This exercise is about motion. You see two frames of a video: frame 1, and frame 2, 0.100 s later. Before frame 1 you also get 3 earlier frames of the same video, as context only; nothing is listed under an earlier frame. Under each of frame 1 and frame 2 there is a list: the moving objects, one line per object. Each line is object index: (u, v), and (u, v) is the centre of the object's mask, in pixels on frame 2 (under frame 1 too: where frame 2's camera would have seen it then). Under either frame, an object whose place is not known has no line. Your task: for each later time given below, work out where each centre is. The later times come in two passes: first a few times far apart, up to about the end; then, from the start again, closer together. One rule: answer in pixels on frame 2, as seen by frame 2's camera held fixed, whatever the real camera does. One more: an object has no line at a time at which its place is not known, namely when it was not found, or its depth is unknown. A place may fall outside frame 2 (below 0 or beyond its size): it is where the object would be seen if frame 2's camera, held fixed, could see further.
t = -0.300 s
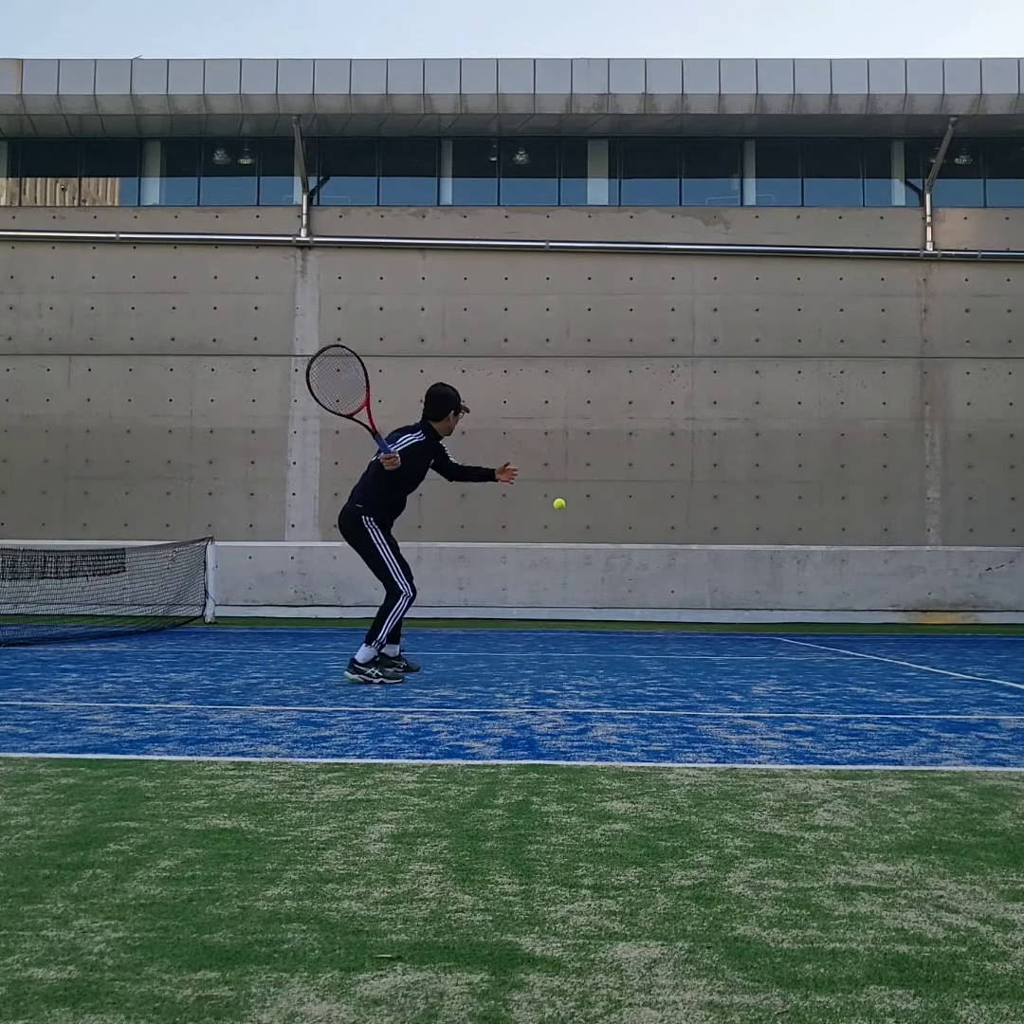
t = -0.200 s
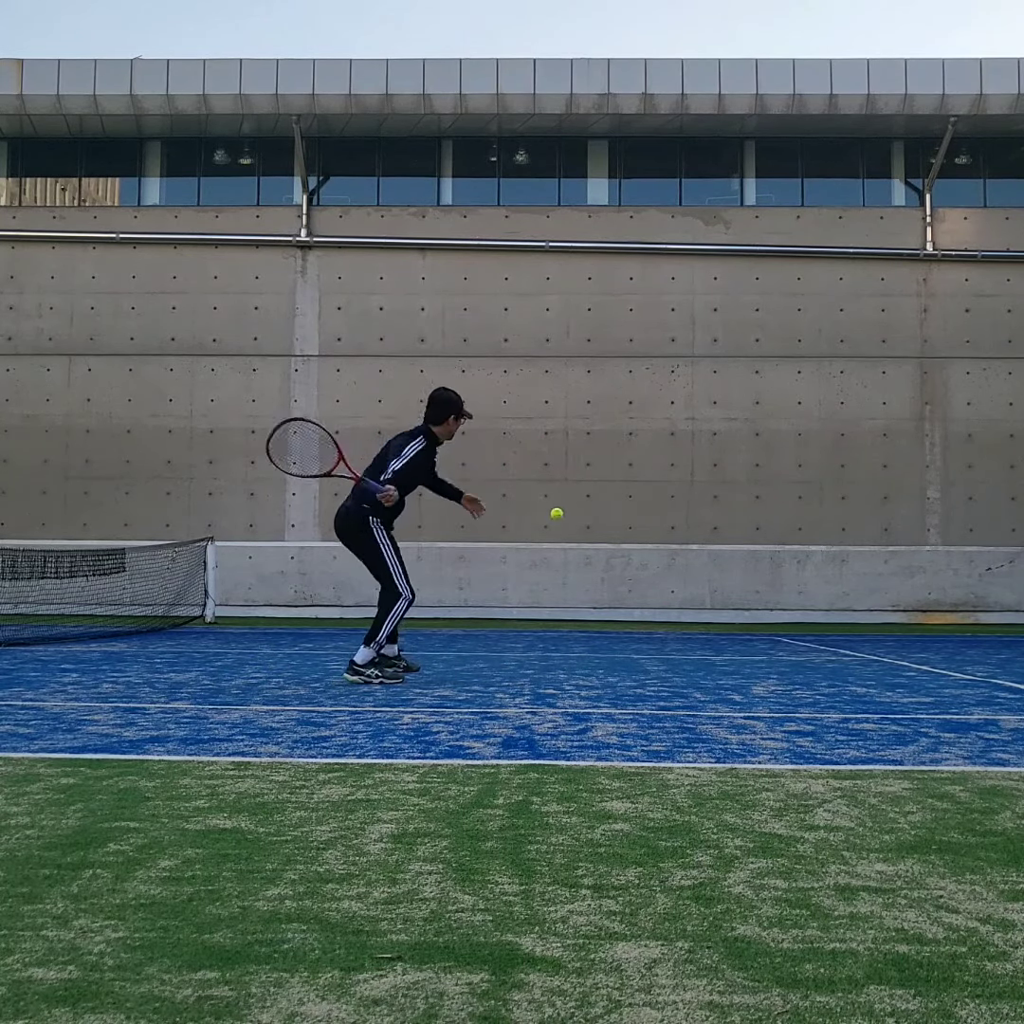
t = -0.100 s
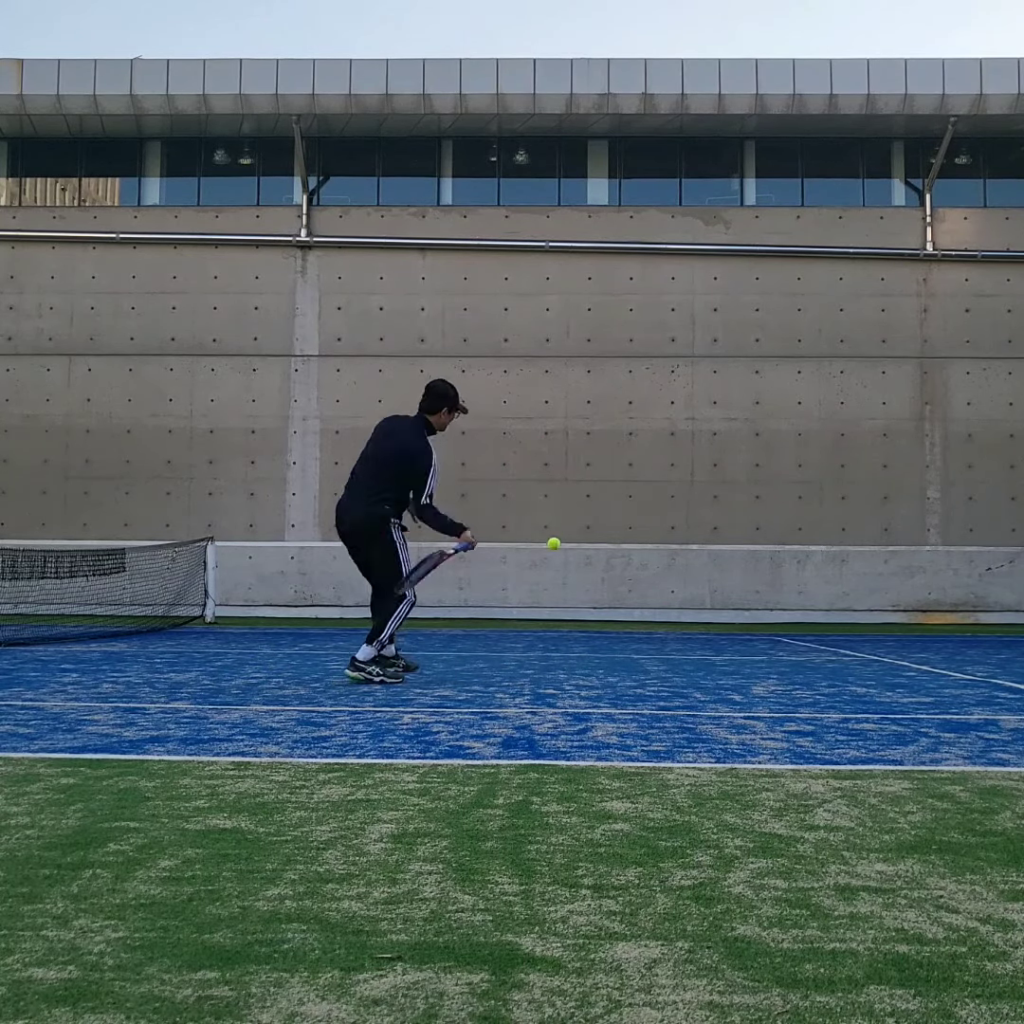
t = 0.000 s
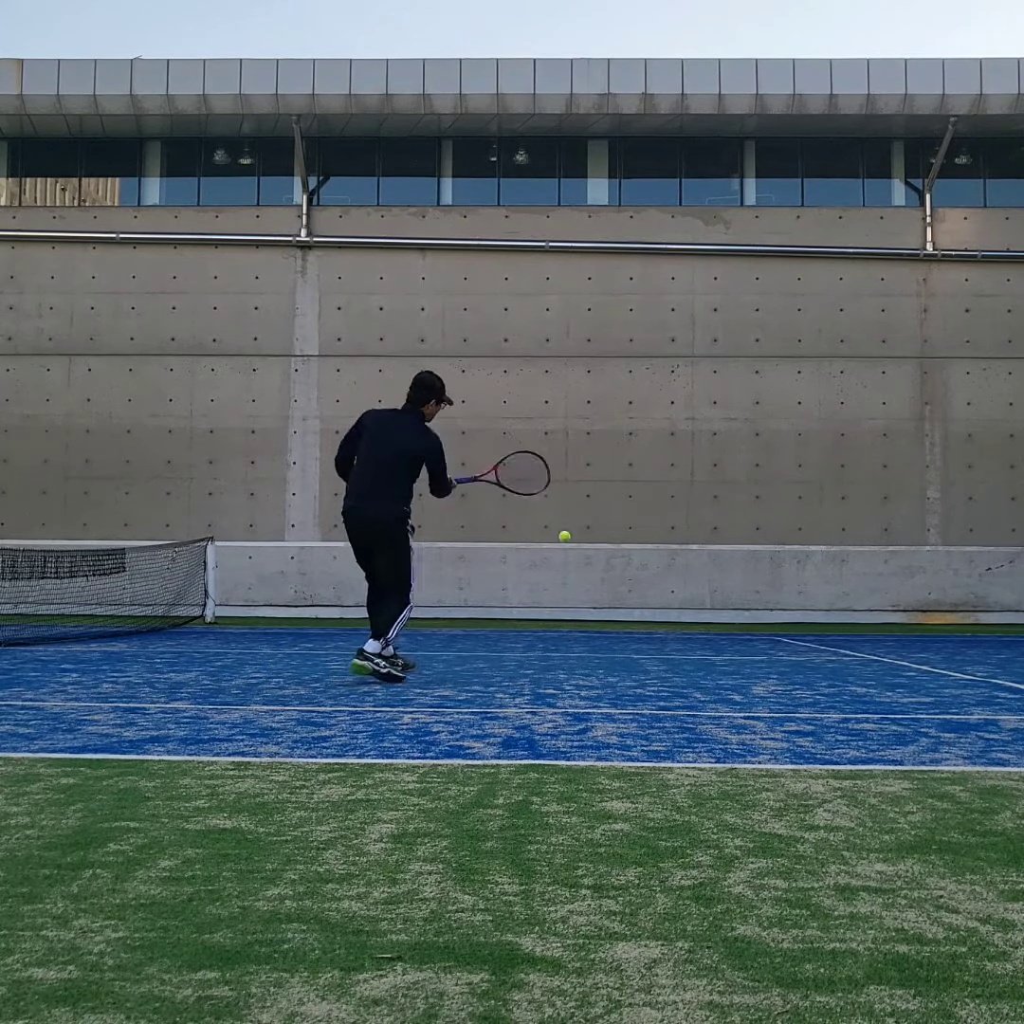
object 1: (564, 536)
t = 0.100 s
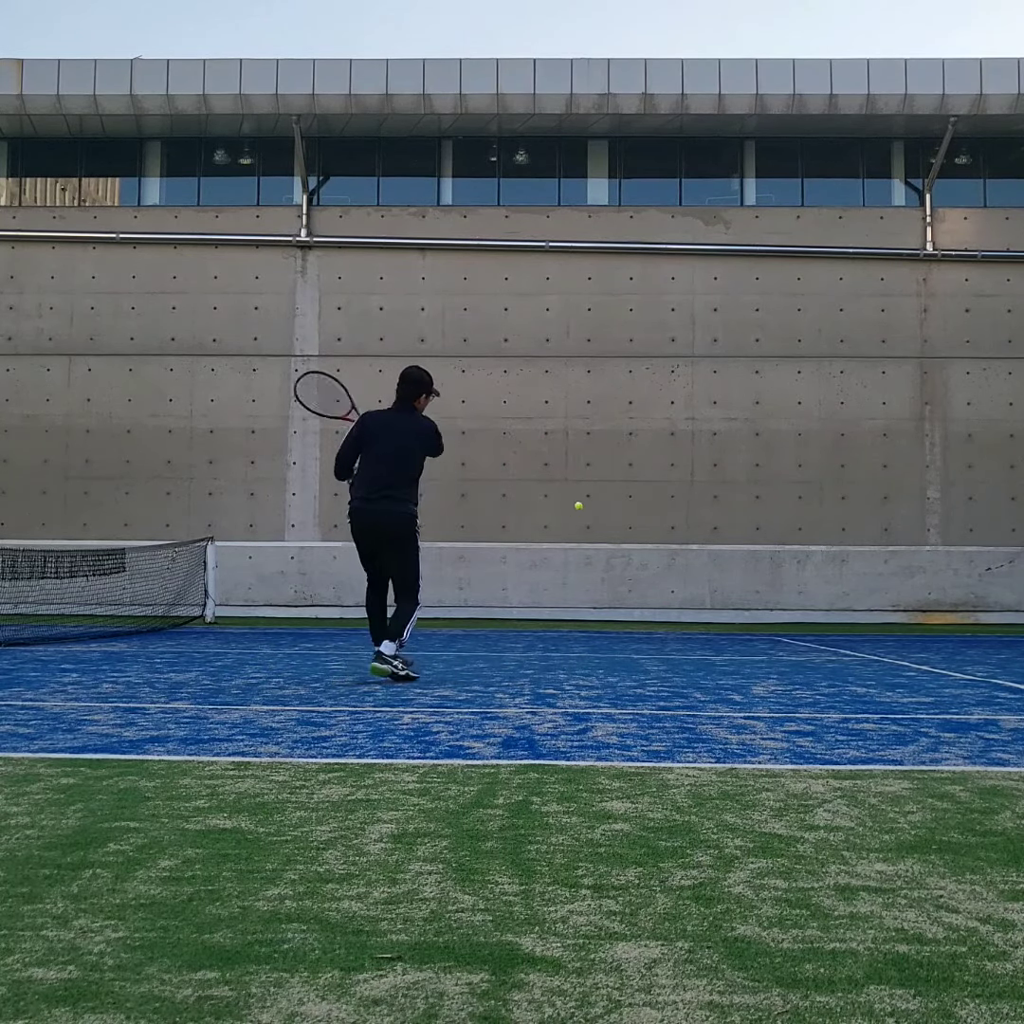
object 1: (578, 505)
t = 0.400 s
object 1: (594, 512)
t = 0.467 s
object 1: (601, 507)
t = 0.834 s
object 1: (657, 544)
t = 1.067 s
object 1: (711, 630)
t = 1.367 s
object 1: (762, 516)
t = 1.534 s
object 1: (799, 503)
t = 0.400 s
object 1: (594, 512)
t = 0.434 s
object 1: (597, 510)
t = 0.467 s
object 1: (601, 507)
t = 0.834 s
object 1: (657, 544)
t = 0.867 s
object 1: (664, 556)
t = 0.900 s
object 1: (671, 569)
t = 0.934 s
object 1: (679, 585)
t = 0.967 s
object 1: (688, 603)
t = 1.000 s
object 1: (696, 622)
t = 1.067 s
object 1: (711, 630)
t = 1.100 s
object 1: (716, 612)
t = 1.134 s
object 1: (721, 595)
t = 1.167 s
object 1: (726, 581)
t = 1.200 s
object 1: (732, 567)
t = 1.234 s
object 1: (737, 554)
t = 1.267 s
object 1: (743, 542)
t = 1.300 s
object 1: (749, 532)
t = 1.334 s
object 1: (756, 523)
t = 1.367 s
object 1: (762, 516)
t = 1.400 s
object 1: (769, 510)
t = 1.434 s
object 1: (776, 506)
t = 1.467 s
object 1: (783, 503)
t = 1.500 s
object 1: (791, 502)
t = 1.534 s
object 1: (799, 503)
